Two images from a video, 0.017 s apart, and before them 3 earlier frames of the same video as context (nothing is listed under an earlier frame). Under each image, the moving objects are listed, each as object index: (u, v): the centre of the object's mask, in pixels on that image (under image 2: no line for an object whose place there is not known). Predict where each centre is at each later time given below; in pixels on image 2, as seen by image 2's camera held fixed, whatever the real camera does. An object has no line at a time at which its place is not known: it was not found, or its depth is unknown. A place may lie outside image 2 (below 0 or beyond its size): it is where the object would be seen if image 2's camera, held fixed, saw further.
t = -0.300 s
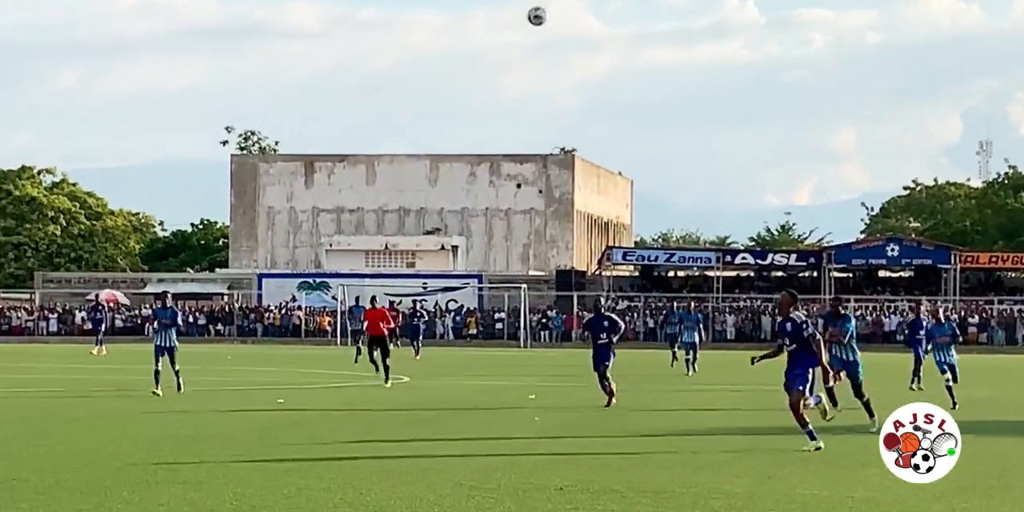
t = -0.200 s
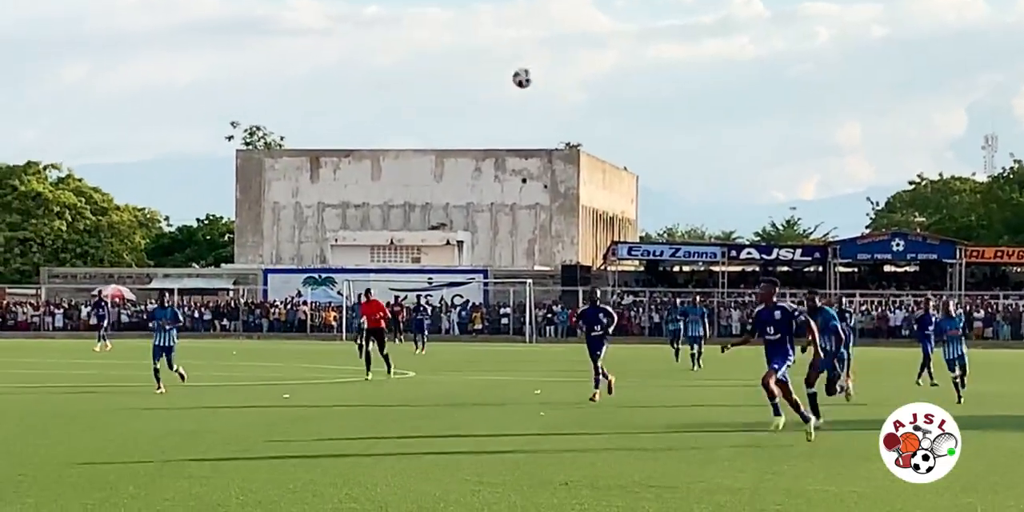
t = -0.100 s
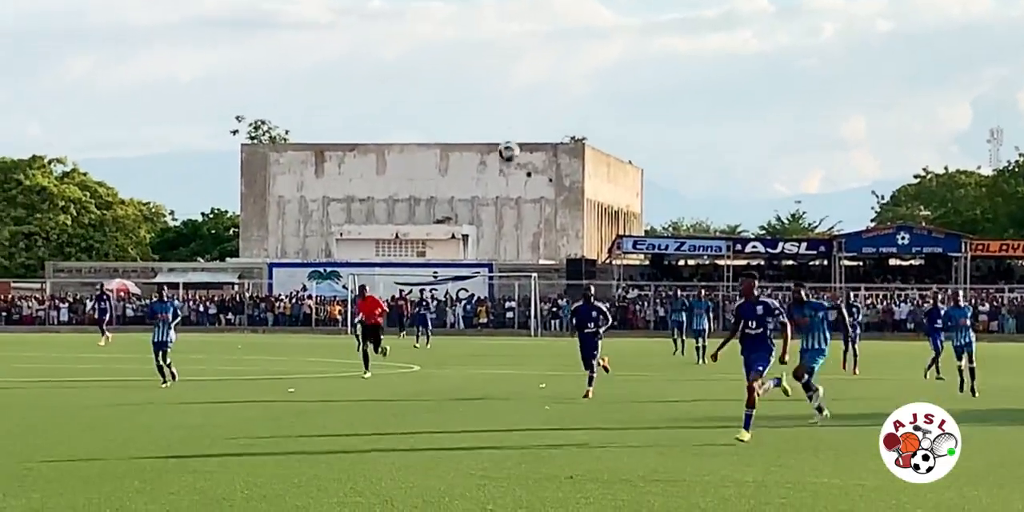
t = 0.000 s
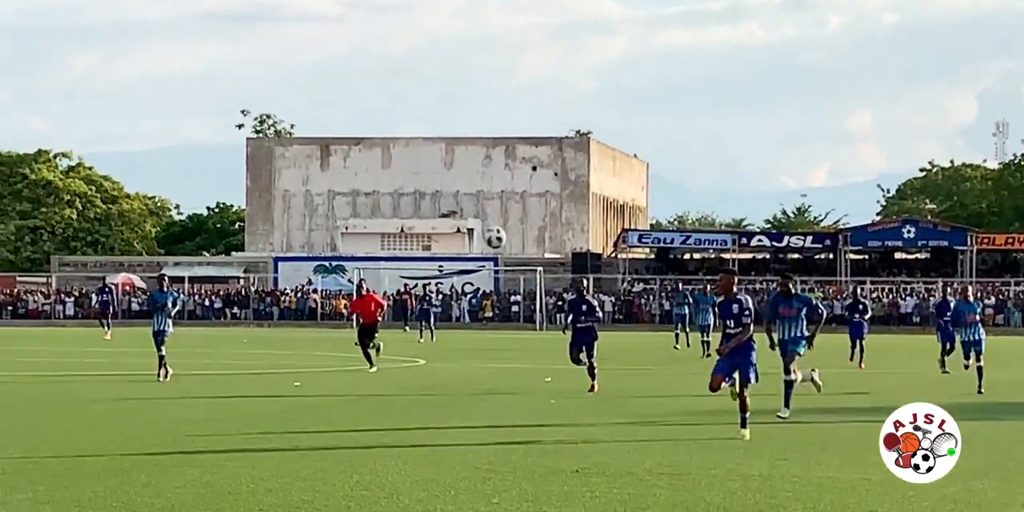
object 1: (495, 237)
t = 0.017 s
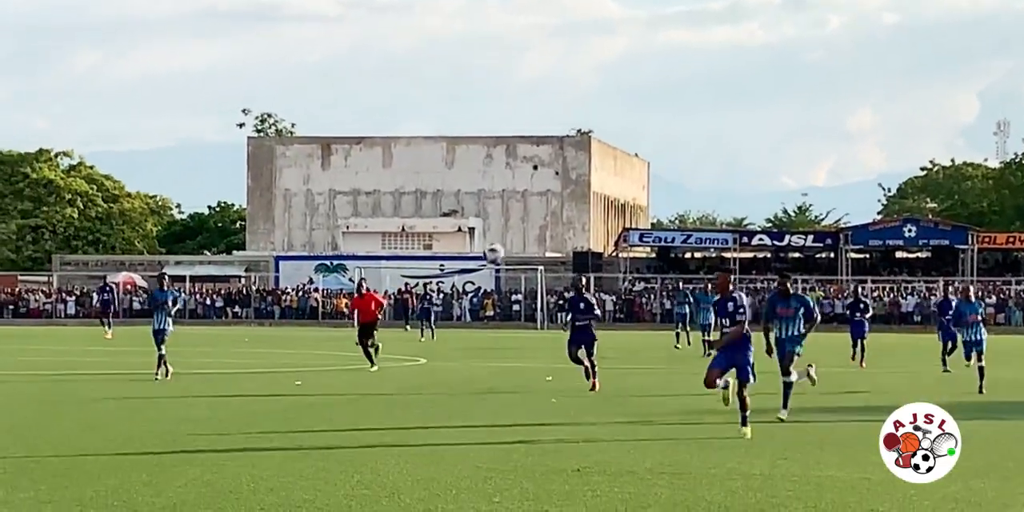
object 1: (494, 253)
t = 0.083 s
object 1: (481, 325)
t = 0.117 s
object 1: (475, 362)
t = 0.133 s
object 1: (471, 382)
